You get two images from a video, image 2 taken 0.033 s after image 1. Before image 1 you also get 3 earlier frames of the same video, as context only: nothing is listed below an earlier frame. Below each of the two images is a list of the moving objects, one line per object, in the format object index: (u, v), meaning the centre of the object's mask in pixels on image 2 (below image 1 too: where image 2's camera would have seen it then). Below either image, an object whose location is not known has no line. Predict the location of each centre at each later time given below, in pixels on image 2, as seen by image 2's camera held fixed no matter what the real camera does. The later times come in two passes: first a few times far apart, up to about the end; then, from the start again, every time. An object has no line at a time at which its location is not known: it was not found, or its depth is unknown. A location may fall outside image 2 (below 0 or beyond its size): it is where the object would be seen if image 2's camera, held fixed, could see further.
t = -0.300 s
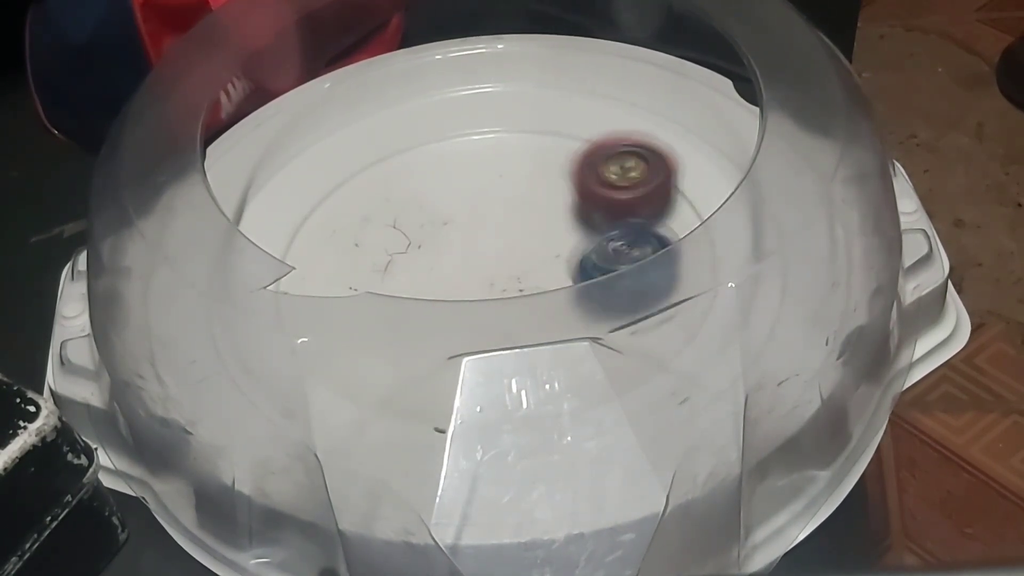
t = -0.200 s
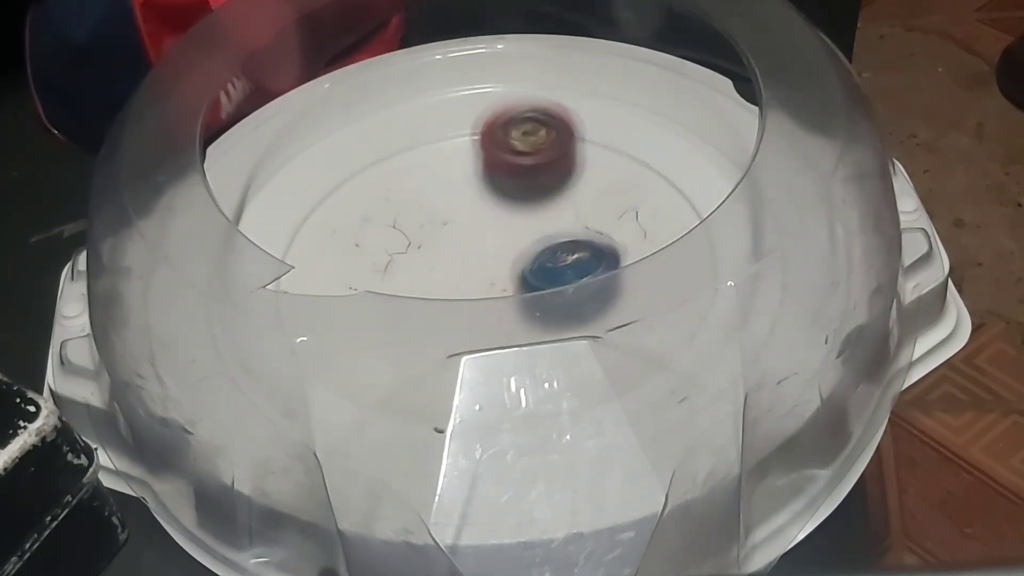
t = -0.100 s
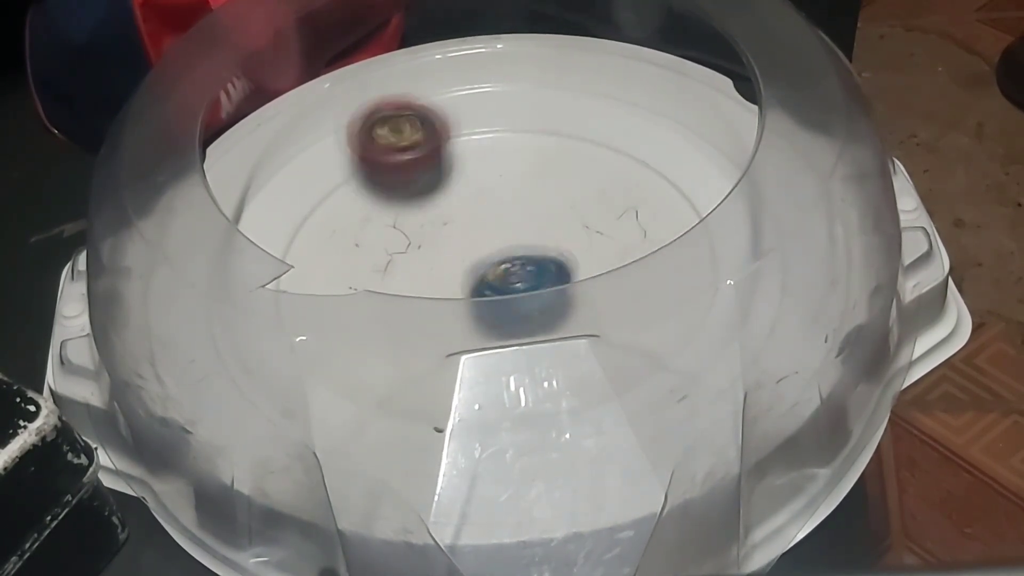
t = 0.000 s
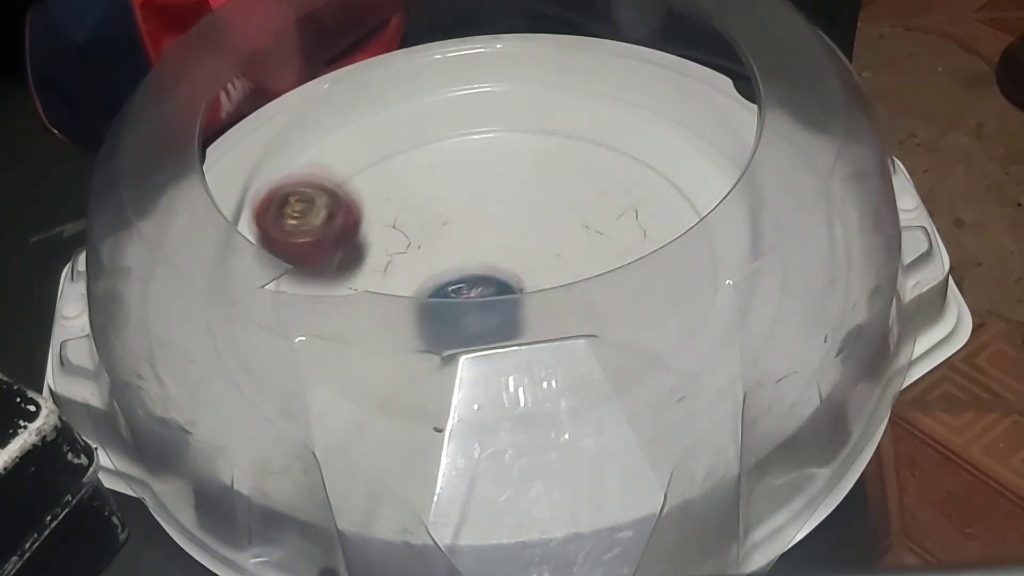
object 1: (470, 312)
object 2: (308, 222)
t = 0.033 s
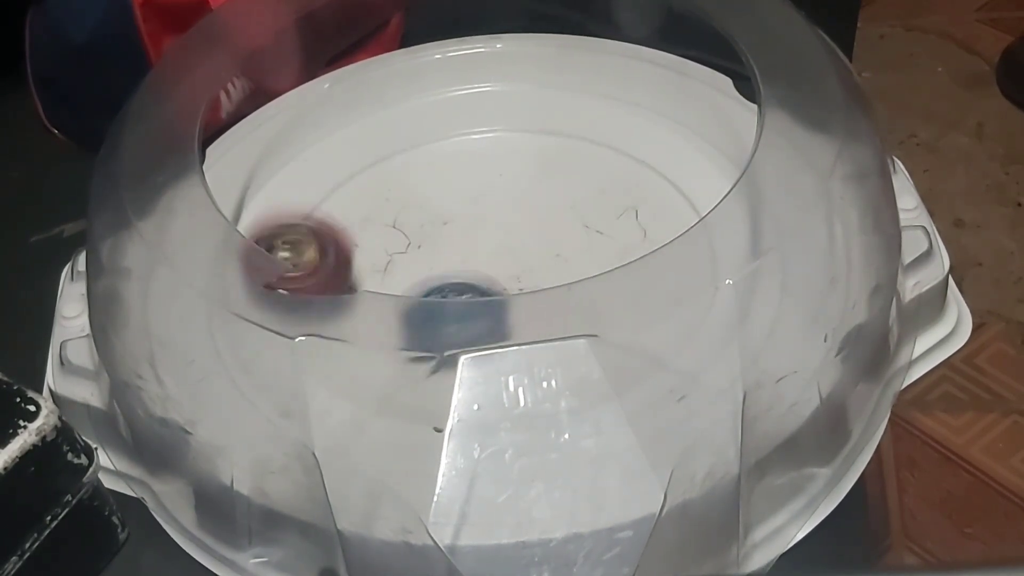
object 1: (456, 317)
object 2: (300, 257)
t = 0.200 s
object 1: (477, 350)
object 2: (354, 415)
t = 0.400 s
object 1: (513, 314)
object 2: (437, 463)
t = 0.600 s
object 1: (457, 268)
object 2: (481, 459)
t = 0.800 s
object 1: (391, 266)
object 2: (539, 422)
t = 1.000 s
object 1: (436, 278)
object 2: (596, 349)
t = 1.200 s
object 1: (496, 264)
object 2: (628, 206)
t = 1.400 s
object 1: (480, 231)
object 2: (517, 100)
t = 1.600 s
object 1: (461, 250)
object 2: (371, 180)
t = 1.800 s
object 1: (520, 261)
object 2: (425, 332)
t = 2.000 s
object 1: (568, 248)
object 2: (676, 292)
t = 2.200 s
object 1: (543, 247)
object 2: (587, 146)
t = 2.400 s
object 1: (521, 271)
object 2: (362, 208)
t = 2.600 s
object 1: (539, 279)
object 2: (378, 366)
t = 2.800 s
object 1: (516, 273)
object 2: (659, 318)
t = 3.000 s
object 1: (468, 284)
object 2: (617, 169)
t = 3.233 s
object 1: (489, 285)
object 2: (351, 185)
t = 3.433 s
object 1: (488, 266)
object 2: (335, 347)
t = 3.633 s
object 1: (454, 258)
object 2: (622, 344)
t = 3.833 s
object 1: (468, 268)
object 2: (666, 182)
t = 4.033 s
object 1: (518, 261)
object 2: (483, 117)
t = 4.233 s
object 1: (530, 235)
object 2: (314, 236)
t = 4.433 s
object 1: (497, 257)
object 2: (427, 371)
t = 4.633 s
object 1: (519, 274)
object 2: (678, 295)
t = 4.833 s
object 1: (548, 268)
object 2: (605, 158)
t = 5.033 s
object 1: (526, 265)
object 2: (394, 171)
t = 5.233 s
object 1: (490, 276)
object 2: (333, 321)
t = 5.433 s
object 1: (488, 284)
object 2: (568, 362)
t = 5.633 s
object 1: (502, 276)
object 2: (680, 232)
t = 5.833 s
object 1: (494, 268)
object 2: (541, 135)
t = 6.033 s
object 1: (479, 260)
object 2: (349, 202)
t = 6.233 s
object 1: (478, 265)
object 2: (366, 348)
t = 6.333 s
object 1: (490, 266)
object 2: (459, 359)
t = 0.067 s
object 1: (444, 323)
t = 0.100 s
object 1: (441, 328)
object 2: (325, 338)
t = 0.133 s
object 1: (451, 338)
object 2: (333, 364)
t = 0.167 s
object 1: (466, 346)
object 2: (344, 395)
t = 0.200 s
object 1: (477, 350)
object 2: (354, 415)
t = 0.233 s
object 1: (487, 350)
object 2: (374, 428)
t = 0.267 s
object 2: (388, 440)
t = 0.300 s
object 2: (402, 450)
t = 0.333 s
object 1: (514, 340)
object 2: (419, 461)
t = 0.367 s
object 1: (517, 332)
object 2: (429, 464)
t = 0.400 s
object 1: (513, 314)
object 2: (437, 463)
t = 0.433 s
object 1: (509, 309)
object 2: (443, 464)
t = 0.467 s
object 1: (504, 302)
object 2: (451, 464)
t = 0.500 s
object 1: (494, 294)
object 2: (458, 464)
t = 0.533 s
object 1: (483, 285)
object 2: (466, 462)
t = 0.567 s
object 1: (470, 278)
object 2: (472, 462)
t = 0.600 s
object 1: (457, 268)
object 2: (481, 459)
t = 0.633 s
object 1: (446, 265)
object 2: (490, 456)
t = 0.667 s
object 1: (433, 263)
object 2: (499, 450)
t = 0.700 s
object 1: (421, 262)
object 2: (510, 441)
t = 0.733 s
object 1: (409, 263)
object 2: (517, 439)
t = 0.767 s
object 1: (399, 264)
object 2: (529, 428)
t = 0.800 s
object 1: (391, 266)
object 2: (539, 422)
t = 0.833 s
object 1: (387, 269)
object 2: (548, 406)
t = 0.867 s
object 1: (389, 272)
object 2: (558, 400)
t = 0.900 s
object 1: (397, 275)
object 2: (568, 396)
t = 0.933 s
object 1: (411, 277)
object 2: (573, 385)
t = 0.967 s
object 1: (424, 278)
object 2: (591, 361)
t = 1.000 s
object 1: (436, 278)
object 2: (596, 349)
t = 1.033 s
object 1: (450, 296)
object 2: (605, 338)
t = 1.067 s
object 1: (465, 295)
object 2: (606, 324)
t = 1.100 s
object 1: (480, 291)
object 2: (610, 296)
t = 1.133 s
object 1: (493, 285)
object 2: (603, 254)
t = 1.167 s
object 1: (503, 277)
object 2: (611, 235)
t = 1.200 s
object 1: (496, 264)
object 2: (628, 206)
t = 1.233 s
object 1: (496, 259)
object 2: (631, 174)
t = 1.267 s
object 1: (496, 253)
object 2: (624, 144)
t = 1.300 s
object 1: (494, 246)
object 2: (601, 119)
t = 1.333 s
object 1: (491, 239)
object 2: (576, 111)
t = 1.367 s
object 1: (486, 234)
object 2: (547, 103)
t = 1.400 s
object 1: (480, 231)
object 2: (517, 100)
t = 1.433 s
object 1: (474, 230)
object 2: (489, 98)
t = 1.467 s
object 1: (467, 230)
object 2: (465, 104)
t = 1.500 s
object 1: (463, 232)
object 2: (440, 115)
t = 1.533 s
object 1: (460, 237)
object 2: (414, 134)
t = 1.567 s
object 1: (459, 243)
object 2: (390, 156)
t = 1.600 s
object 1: (461, 250)
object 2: (371, 180)
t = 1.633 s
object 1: (467, 255)
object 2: (360, 206)
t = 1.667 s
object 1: (475, 259)
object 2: (356, 234)
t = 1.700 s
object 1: (486, 261)
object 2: (360, 256)
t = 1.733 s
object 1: (497, 262)
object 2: (371, 281)
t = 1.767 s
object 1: (508, 262)
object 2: (395, 310)
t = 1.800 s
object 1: (520, 261)
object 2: (425, 332)
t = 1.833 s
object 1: (532, 260)
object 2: (458, 340)
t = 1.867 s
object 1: (541, 258)
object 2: (506, 328)
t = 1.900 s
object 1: (551, 255)
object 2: (575, 345)
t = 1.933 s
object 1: (558, 253)
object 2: (619, 330)
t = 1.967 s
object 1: (563, 251)
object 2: (654, 318)
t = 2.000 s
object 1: (568, 248)
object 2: (676, 292)
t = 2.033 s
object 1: (570, 244)
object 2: (691, 259)
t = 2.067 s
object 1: (567, 242)
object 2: (697, 229)
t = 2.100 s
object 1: (562, 242)
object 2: (683, 190)
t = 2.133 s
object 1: (556, 243)
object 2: (664, 174)
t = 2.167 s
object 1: (550, 244)
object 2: (628, 157)
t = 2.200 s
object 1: (543, 247)
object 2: (587, 146)
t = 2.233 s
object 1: (537, 250)
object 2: (547, 141)
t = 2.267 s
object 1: (532, 254)
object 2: (505, 144)
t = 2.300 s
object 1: (527, 259)
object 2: (464, 156)
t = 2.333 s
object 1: (524, 263)
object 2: (425, 168)
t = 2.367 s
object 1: (523, 267)
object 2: (389, 186)
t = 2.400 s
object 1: (521, 271)
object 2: (362, 208)
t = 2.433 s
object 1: (520, 274)
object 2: (340, 236)
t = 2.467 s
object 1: (522, 276)
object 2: (329, 260)
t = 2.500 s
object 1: (524, 278)
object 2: (328, 276)
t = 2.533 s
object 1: (528, 280)
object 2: (333, 328)
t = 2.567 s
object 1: (534, 280)
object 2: (352, 352)
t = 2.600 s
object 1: (539, 279)
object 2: (378, 366)
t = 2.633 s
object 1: (543, 277)
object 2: (417, 382)
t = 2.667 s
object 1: (543, 275)
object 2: (452, 369)
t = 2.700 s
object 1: (539, 273)
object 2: (566, 377)
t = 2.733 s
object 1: (532, 273)
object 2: (614, 363)
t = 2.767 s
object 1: (525, 272)
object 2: (631, 335)
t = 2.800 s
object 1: (516, 273)
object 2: (659, 318)
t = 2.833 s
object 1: (506, 275)
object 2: (675, 294)
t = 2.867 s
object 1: (497, 276)
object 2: (682, 259)
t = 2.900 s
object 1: (487, 278)
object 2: (679, 223)
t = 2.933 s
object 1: (480, 280)
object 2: (665, 199)
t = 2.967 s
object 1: (473, 282)
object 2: (646, 186)
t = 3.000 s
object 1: (468, 284)
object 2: (617, 169)
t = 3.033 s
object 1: (466, 286)
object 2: (583, 156)
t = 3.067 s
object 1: (466, 287)
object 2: (546, 140)
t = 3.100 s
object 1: (468, 289)
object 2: (505, 136)
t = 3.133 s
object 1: (473, 289)
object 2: (464, 141)
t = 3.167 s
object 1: (478, 288)
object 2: (422, 153)
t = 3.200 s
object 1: (484, 287)
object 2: (387, 168)
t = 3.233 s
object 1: (489, 285)
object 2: (351, 185)
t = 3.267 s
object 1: (492, 282)
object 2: (324, 206)
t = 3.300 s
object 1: (495, 279)
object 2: (307, 229)
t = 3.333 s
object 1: (495, 276)
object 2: (307, 255)
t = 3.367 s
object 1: (494, 273)
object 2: (297, 290)
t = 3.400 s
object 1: (492, 270)
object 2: (311, 322)
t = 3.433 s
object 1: (488, 266)
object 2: (335, 347)
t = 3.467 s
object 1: (483, 264)
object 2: (367, 361)
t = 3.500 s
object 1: (477, 261)
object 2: (408, 370)
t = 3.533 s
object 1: (472, 259)
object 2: (437, 375)
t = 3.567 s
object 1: (465, 258)
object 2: (512, 338)
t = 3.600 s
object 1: (459, 258)
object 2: (578, 339)
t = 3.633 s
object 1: (454, 258)
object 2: (622, 344)
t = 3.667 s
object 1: (451, 260)
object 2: (650, 323)
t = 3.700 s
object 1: (450, 262)
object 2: (673, 299)
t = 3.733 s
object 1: (451, 264)
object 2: (688, 265)
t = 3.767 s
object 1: (453, 265)
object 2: (691, 249)
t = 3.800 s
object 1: (460, 267)
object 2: (675, 199)
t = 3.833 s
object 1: (468, 268)
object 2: (666, 182)
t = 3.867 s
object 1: (473, 268)
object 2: (657, 170)
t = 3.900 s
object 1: (487, 267)
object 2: (615, 140)
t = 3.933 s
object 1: (491, 267)
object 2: (599, 133)
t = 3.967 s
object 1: (500, 266)
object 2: (563, 121)
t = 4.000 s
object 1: (509, 264)
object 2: (526, 116)
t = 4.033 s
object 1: (518, 261)
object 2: (483, 117)
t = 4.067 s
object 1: (524, 258)
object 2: (444, 126)
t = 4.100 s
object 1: (531, 254)
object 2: (405, 141)
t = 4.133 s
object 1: (535, 250)
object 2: (373, 159)
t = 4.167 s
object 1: (536, 245)
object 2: (344, 181)
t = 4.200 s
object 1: (536, 240)
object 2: (325, 212)
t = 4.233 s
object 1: (530, 235)
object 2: (314, 236)
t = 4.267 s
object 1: (522, 234)
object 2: (316, 261)
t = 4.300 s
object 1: (513, 235)
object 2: (318, 297)
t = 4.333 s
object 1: (505, 239)
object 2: (336, 327)
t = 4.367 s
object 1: (501, 245)
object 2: (361, 349)
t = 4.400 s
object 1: (499, 252)
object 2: (392, 361)
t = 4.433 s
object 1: (497, 257)
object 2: (427, 371)
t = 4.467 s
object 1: (500, 261)
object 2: (457, 364)
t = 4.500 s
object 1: (500, 264)
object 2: (531, 335)
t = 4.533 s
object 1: (504, 267)
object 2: (599, 348)
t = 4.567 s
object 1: (507, 270)
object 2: (632, 339)
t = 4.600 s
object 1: (512, 273)
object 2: (655, 322)
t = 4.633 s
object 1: (519, 274)
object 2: (678, 295)
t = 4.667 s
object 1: (526, 275)
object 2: (685, 264)
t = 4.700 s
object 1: (535, 275)
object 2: (685, 235)
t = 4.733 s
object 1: (542, 273)
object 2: (671, 201)
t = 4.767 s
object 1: (545, 271)
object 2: (658, 186)
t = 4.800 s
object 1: (546, 269)
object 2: (636, 169)
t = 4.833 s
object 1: (548, 268)
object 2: (605, 158)
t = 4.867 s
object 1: (552, 265)
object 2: (572, 143)
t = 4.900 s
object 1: (549, 264)
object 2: (538, 139)
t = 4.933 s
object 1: (545, 264)
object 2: (499, 138)
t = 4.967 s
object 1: (540, 264)
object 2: (463, 144)
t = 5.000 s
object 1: (533, 265)
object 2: (426, 156)
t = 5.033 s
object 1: (526, 265)
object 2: (394, 171)
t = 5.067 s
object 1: (518, 267)
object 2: (365, 191)
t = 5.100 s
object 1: (513, 268)
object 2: (343, 213)
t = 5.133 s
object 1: (506, 271)
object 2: (330, 241)
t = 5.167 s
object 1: (500, 272)
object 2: (325, 259)
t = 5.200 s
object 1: (494, 274)
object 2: (324, 273)
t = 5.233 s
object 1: (490, 276)
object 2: (333, 321)
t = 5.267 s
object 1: (488, 277)
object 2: (353, 342)
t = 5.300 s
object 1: (485, 280)
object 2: (379, 356)
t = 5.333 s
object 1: (485, 281)
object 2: (408, 365)
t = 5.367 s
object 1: (484, 283)
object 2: (431, 381)
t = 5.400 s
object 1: (485, 284)
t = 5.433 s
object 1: (488, 284)
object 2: (568, 362)
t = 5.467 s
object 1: (491, 283)
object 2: (608, 341)
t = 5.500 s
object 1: (494, 283)
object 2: (630, 328)
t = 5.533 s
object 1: (498, 282)
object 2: (657, 311)
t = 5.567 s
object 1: (502, 280)
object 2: (670, 290)
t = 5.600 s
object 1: (503, 279)
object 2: (679, 261)
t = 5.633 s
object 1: (502, 276)
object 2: (680, 232)
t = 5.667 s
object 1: (501, 275)
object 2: (668, 200)
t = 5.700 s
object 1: (500, 272)
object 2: (655, 187)
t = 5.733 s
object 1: (499, 271)
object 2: (634, 172)
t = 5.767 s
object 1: (498, 270)
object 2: (605, 159)
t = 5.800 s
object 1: (496, 269)
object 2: (574, 146)
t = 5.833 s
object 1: (494, 268)
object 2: (541, 135)
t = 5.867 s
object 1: (493, 266)
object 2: (504, 136)
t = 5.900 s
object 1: (490, 265)
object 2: (467, 140)
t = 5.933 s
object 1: (488, 263)
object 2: (433, 147)
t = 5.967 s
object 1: (484, 261)
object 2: (400, 165)
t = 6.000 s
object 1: (482, 260)
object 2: (372, 182)
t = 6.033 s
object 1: (479, 260)
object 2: (349, 202)
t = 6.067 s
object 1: (476, 260)
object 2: (333, 229)
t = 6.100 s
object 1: (475, 260)
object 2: (325, 250)
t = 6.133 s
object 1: (474, 262)
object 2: (322, 267)
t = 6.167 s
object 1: (475, 263)
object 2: (326, 299)
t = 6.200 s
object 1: (476, 264)
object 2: (345, 331)
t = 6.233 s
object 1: (478, 265)
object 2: (366, 348)
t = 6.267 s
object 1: (481, 266)
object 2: (398, 357)
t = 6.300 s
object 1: (486, 266)
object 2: (425, 371)
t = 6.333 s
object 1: (490, 266)
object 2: (459, 359)
